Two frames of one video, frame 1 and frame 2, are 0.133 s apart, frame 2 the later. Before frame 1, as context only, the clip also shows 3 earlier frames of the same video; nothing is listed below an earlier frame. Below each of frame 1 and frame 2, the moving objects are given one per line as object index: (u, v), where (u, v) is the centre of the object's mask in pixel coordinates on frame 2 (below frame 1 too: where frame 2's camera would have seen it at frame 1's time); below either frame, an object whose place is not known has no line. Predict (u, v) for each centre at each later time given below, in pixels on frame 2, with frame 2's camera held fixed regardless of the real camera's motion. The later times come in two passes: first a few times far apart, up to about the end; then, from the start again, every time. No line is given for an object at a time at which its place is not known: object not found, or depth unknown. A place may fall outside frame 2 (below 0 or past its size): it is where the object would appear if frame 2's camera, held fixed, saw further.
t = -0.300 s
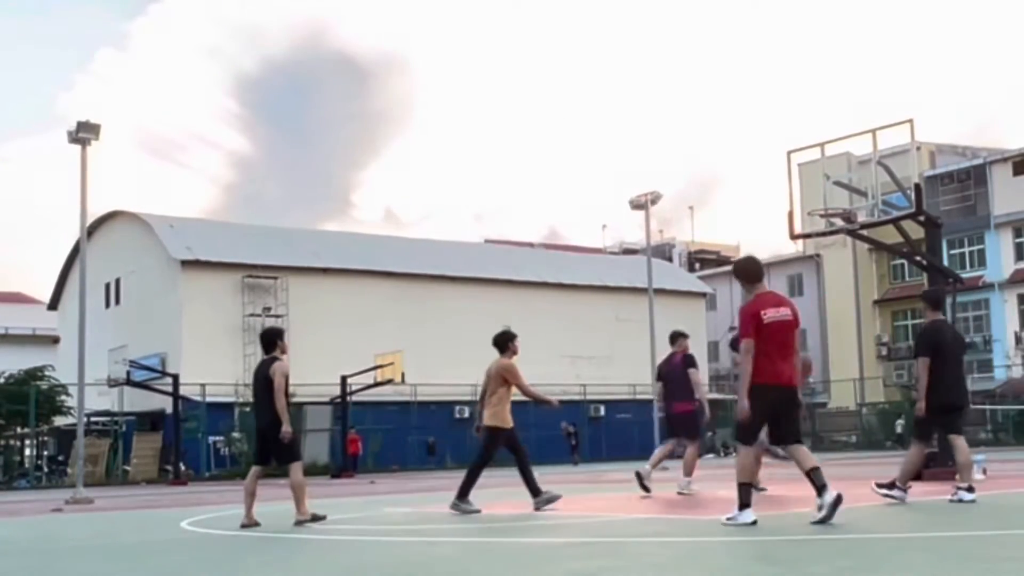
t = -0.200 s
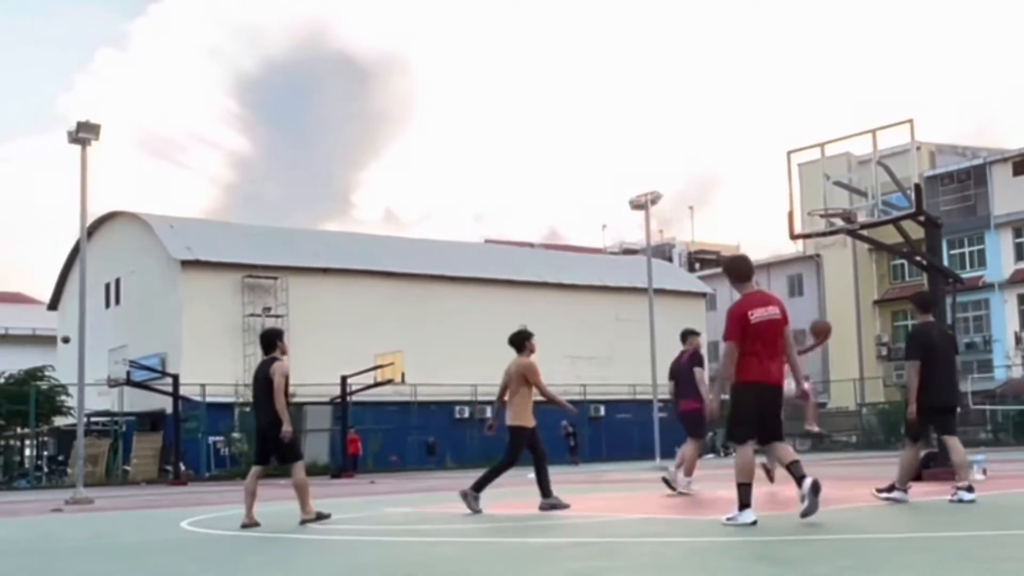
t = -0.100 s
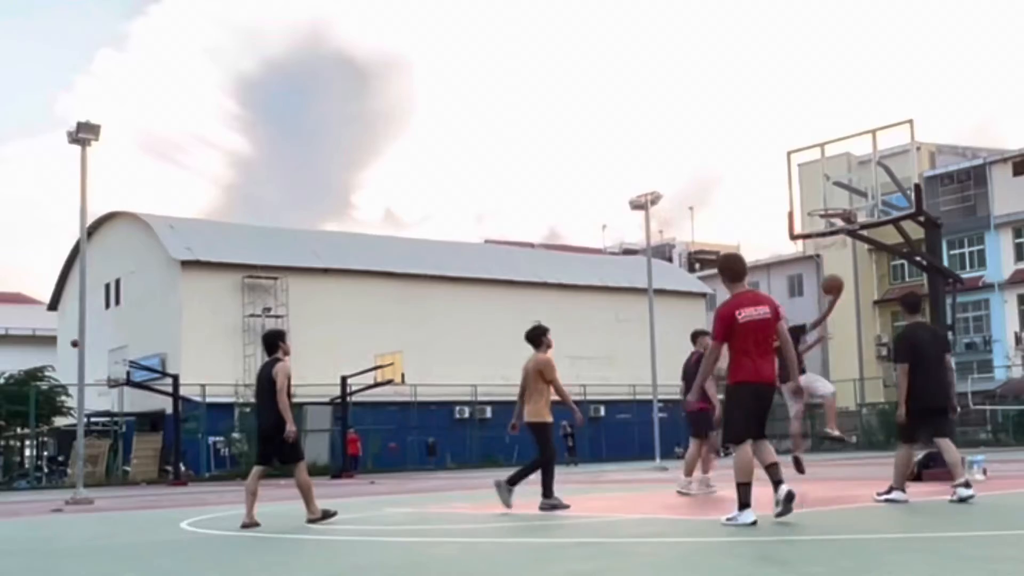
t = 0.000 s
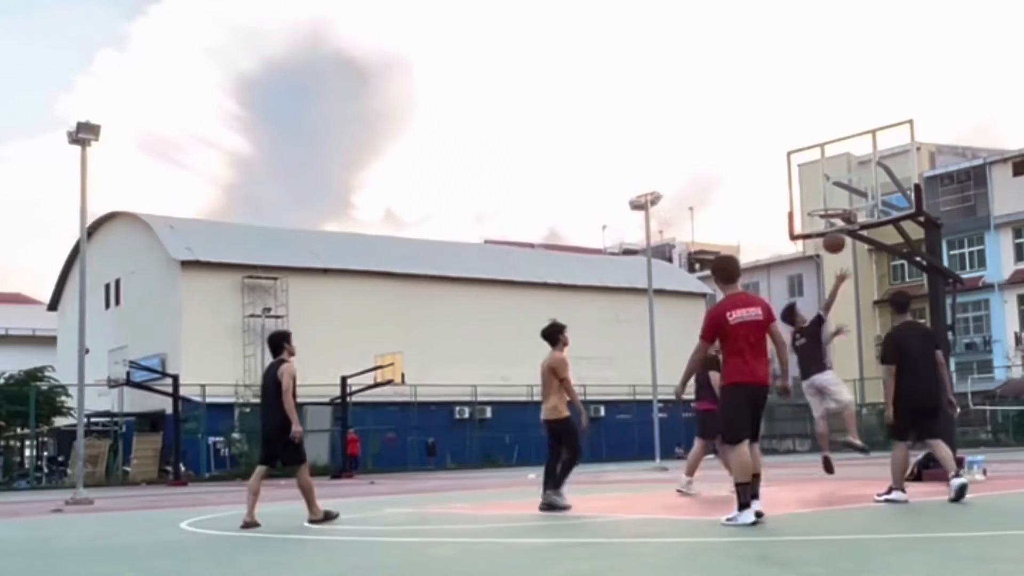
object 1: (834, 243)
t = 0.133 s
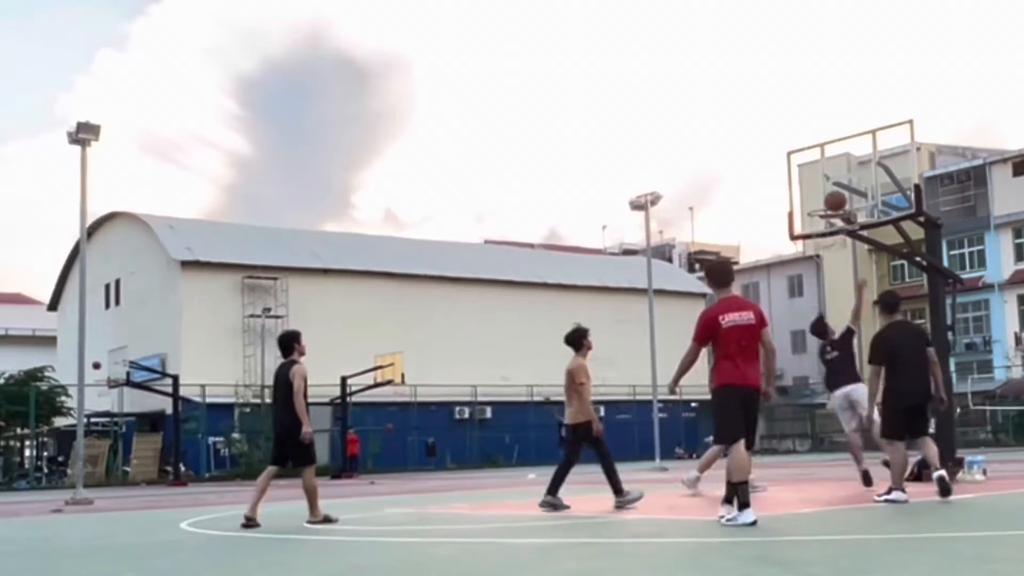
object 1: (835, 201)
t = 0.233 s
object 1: (837, 181)
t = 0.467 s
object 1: (843, 169)
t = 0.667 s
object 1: (844, 190)
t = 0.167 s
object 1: (836, 193)
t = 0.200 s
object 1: (836, 187)
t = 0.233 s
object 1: (837, 181)
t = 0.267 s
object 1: (838, 176)
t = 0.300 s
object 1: (839, 173)
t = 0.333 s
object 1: (840, 170)
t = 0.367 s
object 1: (840, 168)
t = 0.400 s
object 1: (842, 168)
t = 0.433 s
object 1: (842, 168)
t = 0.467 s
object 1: (843, 169)
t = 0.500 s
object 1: (844, 171)
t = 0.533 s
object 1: (846, 174)
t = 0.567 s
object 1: (847, 177)
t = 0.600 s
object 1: (848, 182)
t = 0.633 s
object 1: (846, 185)
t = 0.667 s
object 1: (844, 190)
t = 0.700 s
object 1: (843, 196)
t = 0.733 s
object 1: (842, 203)
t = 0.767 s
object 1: (839, 205)
